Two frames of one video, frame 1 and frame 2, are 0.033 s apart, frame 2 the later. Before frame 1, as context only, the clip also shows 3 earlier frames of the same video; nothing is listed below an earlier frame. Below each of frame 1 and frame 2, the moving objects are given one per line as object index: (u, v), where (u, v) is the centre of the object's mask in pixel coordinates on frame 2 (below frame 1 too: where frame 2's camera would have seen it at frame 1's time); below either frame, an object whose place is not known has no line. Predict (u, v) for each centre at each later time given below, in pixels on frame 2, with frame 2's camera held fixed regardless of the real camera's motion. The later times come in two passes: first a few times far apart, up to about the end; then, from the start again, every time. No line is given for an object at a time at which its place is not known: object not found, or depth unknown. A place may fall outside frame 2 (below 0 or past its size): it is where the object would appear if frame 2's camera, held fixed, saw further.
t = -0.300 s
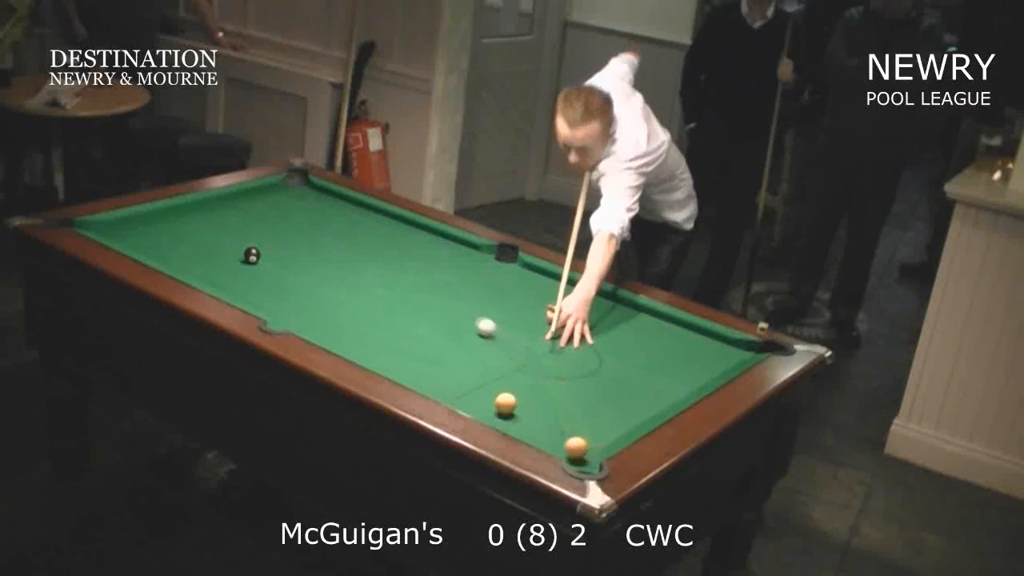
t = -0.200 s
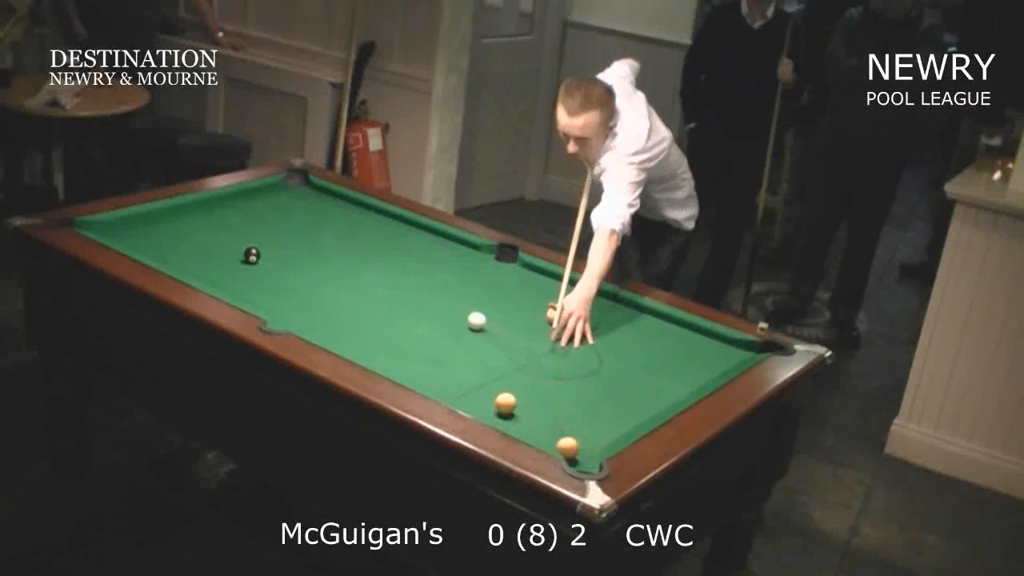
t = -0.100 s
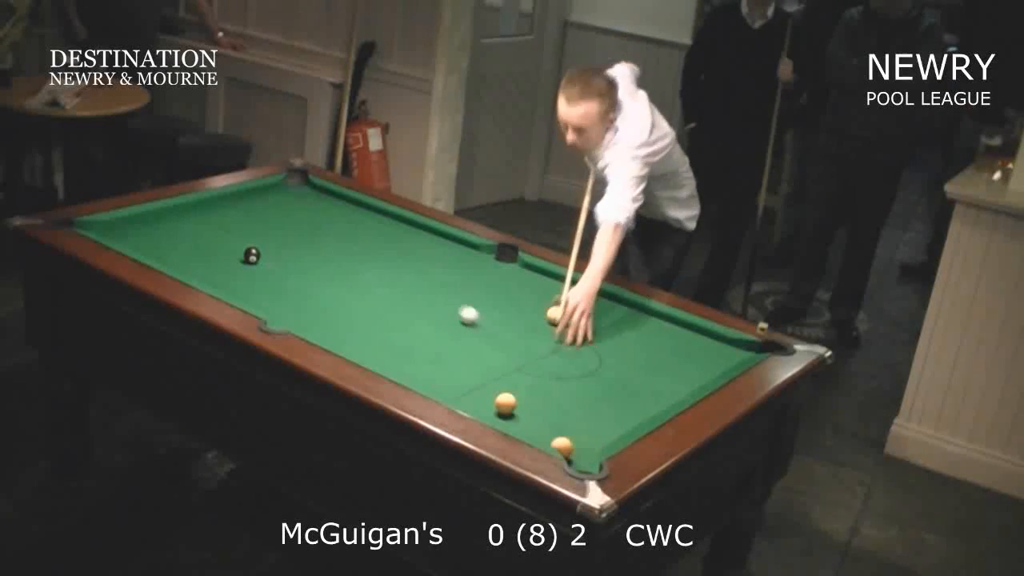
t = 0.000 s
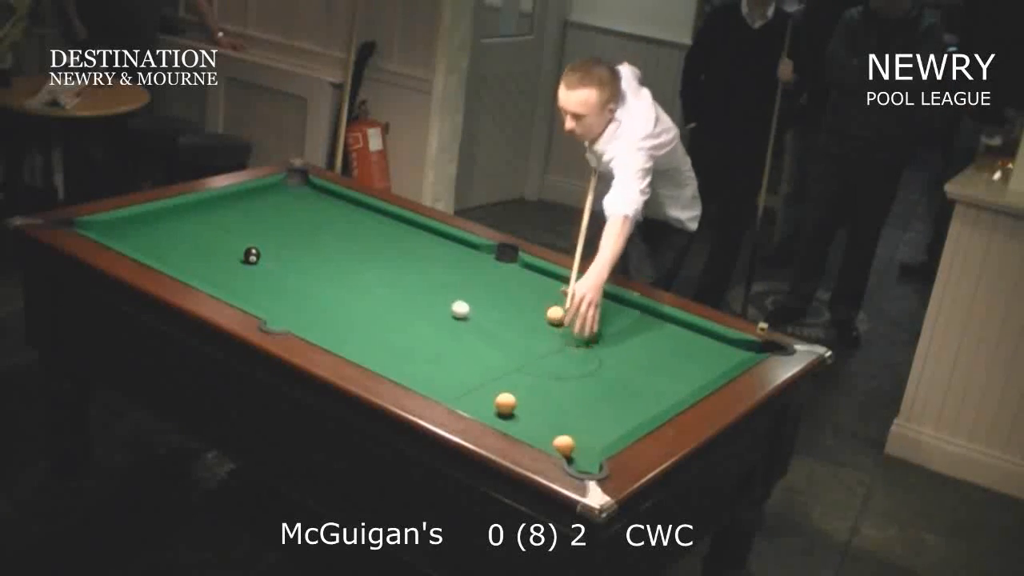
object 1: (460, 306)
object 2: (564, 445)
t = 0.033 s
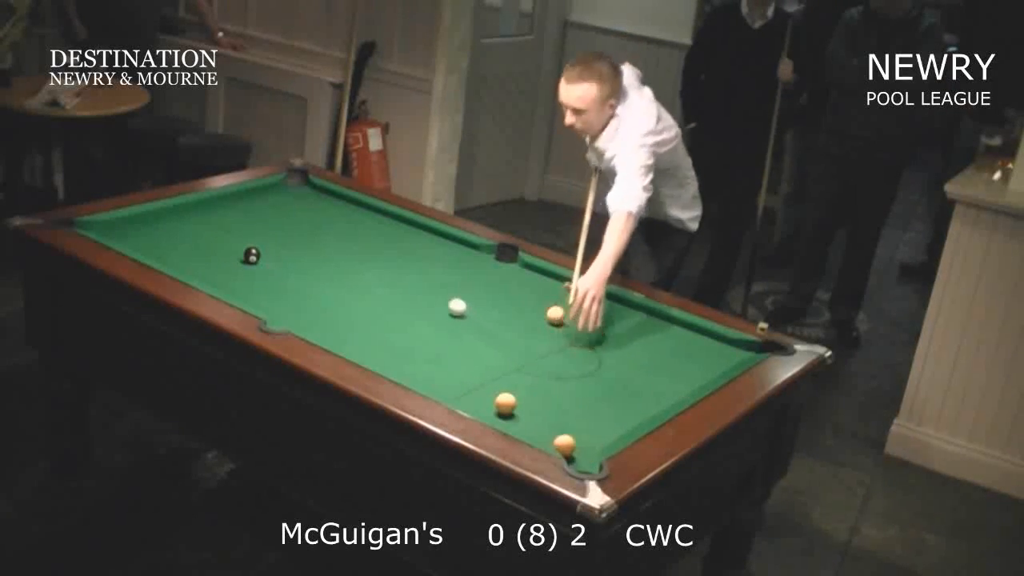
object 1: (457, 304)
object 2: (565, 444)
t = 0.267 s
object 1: (440, 292)
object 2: (569, 442)
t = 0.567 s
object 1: (422, 279)
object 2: (575, 439)
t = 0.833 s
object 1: (405, 269)
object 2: (578, 437)
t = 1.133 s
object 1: (391, 259)
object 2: (580, 437)
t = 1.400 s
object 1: (380, 251)
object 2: (581, 437)
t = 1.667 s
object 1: (369, 244)
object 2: (580, 437)
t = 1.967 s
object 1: (360, 238)
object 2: (581, 437)
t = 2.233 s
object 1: (353, 234)
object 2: (581, 437)
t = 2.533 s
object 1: (347, 230)
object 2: (580, 437)
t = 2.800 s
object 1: (342, 226)
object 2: (580, 437)
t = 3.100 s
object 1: (339, 224)
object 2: (581, 437)
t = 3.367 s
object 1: (336, 223)
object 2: (581, 437)
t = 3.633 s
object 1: (335, 222)
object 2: (581, 437)
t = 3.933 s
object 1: (335, 222)
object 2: (581, 437)
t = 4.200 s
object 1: (335, 222)
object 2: (581, 437)
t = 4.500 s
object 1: (335, 222)
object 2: (581, 437)
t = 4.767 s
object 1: (335, 222)
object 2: (581, 437)
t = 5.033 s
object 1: (335, 222)
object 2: (581, 437)
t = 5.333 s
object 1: (335, 222)
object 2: (581, 437)
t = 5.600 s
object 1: (335, 222)
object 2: (581, 437)
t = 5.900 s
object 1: (335, 222)
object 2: (581, 437)
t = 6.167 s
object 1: (335, 222)
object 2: (581, 437)
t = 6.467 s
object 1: (335, 222)
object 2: (581, 437)
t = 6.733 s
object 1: (335, 222)
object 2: (581, 437)
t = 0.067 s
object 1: (454, 302)
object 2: (565, 444)
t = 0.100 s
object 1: (452, 300)
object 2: (565, 444)
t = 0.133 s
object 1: (451, 299)
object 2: (566, 444)
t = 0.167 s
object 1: (448, 298)
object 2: (567, 444)
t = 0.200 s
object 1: (445, 296)
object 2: (568, 443)
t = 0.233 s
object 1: (442, 294)
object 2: (568, 443)
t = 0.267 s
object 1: (440, 292)
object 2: (569, 442)
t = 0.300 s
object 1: (438, 291)
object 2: (569, 442)
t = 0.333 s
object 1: (437, 290)
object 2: (570, 442)
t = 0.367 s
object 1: (434, 288)
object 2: (571, 441)
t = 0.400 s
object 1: (432, 286)
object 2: (572, 441)
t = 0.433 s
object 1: (429, 285)
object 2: (572, 440)
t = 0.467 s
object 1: (427, 283)
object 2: (573, 440)
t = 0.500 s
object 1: (425, 282)
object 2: (573, 440)
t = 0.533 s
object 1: (424, 281)
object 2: (574, 439)
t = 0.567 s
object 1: (422, 279)
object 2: (575, 439)
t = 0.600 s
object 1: (419, 278)
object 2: (575, 439)
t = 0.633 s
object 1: (417, 276)
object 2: (576, 438)
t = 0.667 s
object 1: (415, 275)
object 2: (576, 438)
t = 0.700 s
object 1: (413, 274)
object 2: (577, 438)
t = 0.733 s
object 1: (412, 273)
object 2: (577, 438)
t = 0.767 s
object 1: (410, 272)
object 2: (577, 437)
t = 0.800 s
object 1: (408, 270)
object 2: (578, 438)
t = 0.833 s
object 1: (405, 269)
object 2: (578, 437)
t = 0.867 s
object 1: (404, 267)
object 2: (578, 437)
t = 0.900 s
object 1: (403, 267)
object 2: (579, 437)
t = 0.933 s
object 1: (401, 266)
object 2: (579, 437)
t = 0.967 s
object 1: (399, 265)
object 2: (579, 437)
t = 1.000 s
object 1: (397, 263)
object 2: (580, 437)
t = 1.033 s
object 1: (395, 262)
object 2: (580, 437)
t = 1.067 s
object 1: (393, 261)
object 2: (580, 437)
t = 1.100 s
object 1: (392, 260)
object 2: (580, 437)
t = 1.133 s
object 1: (391, 259)
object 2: (580, 437)
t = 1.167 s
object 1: (389, 258)
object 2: (580, 437)
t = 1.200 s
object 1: (387, 257)
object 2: (581, 437)
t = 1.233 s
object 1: (386, 256)
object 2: (581, 437)
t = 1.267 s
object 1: (385, 254)
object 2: (581, 437)
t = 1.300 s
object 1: (383, 254)
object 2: (581, 437)
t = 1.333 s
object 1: (382, 253)
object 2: (581, 437)
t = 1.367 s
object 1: (381, 252)
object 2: (581, 437)
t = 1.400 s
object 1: (380, 251)
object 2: (581, 437)
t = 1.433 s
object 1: (378, 250)
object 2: (581, 437)
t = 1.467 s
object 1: (377, 249)
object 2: (581, 437)
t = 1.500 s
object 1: (376, 248)
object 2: (581, 437)
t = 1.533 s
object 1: (375, 247)
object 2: (581, 437)
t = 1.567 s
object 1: (373, 247)
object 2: (581, 437)
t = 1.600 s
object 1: (372, 245)
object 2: (580, 437)
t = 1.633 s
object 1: (370, 244)
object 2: (580, 437)
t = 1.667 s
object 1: (369, 244)
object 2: (580, 437)
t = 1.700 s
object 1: (368, 243)
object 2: (581, 437)
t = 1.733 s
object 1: (368, 243)
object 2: (580, 437)
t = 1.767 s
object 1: (366, 242)
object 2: (580, 437)
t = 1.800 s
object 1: (365, 241)
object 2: (580, 437)
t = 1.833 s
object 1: (364, 240)
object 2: (580, 437)
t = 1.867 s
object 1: (363, 240)
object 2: (580, 437)
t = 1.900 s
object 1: (363, 240)
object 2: (580, 437)
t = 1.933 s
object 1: (362, 239)
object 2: (581, 437)
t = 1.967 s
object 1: (360, 238)
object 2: (581, 437)
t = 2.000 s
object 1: (359, 237)
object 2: (581, 437)
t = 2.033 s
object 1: (358, 237)
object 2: (581, 437)
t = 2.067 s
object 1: (357, 236)
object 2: (581, 437)
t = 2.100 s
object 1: (357, 236)
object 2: (581, 437)
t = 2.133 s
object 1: (356, 236)
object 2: (581, 437)
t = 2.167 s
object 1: (355, 235)
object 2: (581, 437)
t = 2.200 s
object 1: (354, 234)
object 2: (581, 437)
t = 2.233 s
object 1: (353, 234)
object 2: (581, 437)
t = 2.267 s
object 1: (352, 233)
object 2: (581, 437)
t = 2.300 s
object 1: (352, 233)
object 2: (581, 437)
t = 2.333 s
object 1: (351, 232)
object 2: (581, 437)
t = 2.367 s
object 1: (350, 232)
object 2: (581, 437)
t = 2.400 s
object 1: (349, 231)
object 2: (581, 437)
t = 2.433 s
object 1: (349, 231)
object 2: (581, 437)
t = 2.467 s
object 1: (348, 230)
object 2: (580, 437)
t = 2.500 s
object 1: (347, 230)
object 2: (580, 437)
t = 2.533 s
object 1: (347, 230)
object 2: (580, 437)
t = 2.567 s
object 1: (346, 229)
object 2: (580, 437)
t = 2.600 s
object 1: (345, 229)
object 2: (580, 437)
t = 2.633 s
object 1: (345, 228)
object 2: (580, 437)
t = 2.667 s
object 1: (344, 228)
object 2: (580, 437)
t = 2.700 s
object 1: (344, 227)
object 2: (580, 437)
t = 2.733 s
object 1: (343, 227)
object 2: (580, 437)
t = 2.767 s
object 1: (343, 227)
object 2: (580, 437)
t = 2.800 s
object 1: (342, 226)
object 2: (580, 437)
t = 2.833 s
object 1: (341, 226)
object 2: (580, 437)
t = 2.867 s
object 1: (341, 226)
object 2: (581, 437)
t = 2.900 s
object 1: (341, 226)
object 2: (581, 437)
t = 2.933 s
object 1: (340, 225)
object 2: (581, 437)
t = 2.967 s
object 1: (340, 225)
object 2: (581, 437)
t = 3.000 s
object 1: (340, 225)
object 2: (581, 437)
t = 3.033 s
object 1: (339, 225)
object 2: (581, 437)
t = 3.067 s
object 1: (339, 224)
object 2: (581, 437)
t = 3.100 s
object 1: (339, 224)
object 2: (581, 437)
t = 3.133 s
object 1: (338, 224)
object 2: (581, 437)
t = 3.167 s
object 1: (338, 224)
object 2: (581, 437)
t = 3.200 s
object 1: (338, 224)
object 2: (581, 437)
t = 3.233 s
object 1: (337, 223)
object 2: (581, 437)
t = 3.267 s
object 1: (337, 223)
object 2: (581, 437)
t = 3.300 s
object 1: (337, 223)
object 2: (581, 437)
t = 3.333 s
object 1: (337, 223)
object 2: (581, 437)
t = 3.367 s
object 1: (336, 223)
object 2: (581, 437)
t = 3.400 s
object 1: (336, 223)
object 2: (581, 437)
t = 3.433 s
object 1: (336, 222)
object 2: (581, 437)
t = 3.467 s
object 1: (336, 222)
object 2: (581, 437)
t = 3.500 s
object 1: (336, 222)
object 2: (581, 437)
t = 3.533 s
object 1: (335, 222)
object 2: (581, 437)
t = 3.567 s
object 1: (335, 222)
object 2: (581, 437)
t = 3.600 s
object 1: (335, 222)
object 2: (581, 437)
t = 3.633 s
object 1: (335, 222)
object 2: (581, 437)
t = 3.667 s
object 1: (335, 222)
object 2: (581, 437)
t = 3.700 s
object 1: (335, 222)
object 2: (581, 437)
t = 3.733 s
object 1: (335, 222)
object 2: (581, 437)
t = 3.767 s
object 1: (335, 222)
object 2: (581, 437)
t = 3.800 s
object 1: (335, 222)
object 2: (581, 437)
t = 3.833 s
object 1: (335, 222)
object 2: (581, 437)
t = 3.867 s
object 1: (335, 222)
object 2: (581, 437)
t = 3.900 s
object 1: (335, 222)
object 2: (581, 437)
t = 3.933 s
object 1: (335, 222)
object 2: (581, 437)
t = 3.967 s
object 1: (335, 222)
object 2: (581, 437)
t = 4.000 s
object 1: (335, 222)
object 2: (581, 437)
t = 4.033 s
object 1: (335, 222)
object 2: (581, 437)
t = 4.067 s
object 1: (335, 222)
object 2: (581, 437)
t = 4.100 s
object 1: (335, 222)
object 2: (581, 437)
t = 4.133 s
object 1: (335, 222)
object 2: (581, 437)
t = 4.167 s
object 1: (335, 222)
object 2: (581, 437)
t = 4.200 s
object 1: (335, 222)
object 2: (581, 437)
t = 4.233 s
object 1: (335, 222)
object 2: (581, 437)
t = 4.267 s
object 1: (335, 222)
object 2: (581, 437)
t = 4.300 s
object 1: (335, 222)
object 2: (581, 437)
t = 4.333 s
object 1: (335, 222)
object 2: (581, 437)
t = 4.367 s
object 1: (335, 222)
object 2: (581, 437)
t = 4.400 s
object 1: (335, 222)
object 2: (581, 437)
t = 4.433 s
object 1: (335, 222)
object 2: (581, 437)
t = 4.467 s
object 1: (335, 222)
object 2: (581, 437)
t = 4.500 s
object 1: (335, 222)
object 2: (581, 437)
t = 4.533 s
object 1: (335, 222)
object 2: (581, 437)
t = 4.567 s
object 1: (335, 222)
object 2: (581, 437)
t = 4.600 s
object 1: (335, 222)
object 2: (581, 437)
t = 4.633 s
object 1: (335, 222)
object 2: (581, 437)
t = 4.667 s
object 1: (335, 222)
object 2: (581, 437)
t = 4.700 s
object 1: (335, 222)
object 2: (581, 437)
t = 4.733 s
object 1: (335, 222)
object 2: (581, 437)
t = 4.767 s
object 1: (335, 222)
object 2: (581, 437)
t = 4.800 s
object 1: (335, 222)
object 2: (581, 437)
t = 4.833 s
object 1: (335, 222)
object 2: (581, 437)
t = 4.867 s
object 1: (335, 222)
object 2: (581, 437)
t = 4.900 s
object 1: (335, 222)
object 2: (581, 437)
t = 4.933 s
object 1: (335, 222)
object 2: (581, 437)
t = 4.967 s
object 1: (335, 222)
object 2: (581, 437)
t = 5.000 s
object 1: (335, 222)
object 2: (581, 437)
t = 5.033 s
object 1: (335, 222)
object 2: (581, 437)
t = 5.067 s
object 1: (335, 222)
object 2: (581, 437)
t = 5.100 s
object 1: (335, 222)
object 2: (581, 437)
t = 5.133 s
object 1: (335, 222)
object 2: (581, 437)
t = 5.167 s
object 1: (335, 222)
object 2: (581, 437)
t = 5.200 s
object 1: (335, 222)
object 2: (581, 437)
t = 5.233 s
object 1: (335, 222)
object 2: (581, 437)
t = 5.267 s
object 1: (335, 222)
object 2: (581, 437)
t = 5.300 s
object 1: (335, 222)
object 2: (581, 437)
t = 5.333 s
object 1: (335, 222)
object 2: (581, 437)
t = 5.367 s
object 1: (335, 222)
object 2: (581, 437)
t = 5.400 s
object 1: (335, 222)
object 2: (581, 437)
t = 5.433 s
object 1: (335, 222)
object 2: (581, 437)
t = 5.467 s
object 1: (335, 222)
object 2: (581, 437)
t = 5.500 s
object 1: (335, 222)
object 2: (581, 437)
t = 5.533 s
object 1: (335, 222)
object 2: (581, 437)
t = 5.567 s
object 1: (335, 222)
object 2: (581, 437)
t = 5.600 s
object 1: (335, 222)
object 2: (581, 437)
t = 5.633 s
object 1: (335, 222)
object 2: (581, 437)
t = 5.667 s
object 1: (335, 222)
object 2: (580, 437)
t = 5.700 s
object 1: (335, 222)
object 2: (581, 437)
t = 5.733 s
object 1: (335, 222)
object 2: (581, 437)
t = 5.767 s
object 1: (335, 222)
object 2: (581, 437)
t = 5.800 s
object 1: (335, 222)
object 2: (581, 437)
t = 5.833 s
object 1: (335, 222)
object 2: (581, 437)
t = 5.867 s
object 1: (335, 222)
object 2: (581, 437)
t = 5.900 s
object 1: (335, 222)
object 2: (581, 437)
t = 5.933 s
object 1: (335, 222)
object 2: (581, 437)
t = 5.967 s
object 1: (335, 222)
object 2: (581, 437)
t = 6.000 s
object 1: (335, 222)
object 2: (581, 437)
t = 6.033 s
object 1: (335, 222)
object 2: (581, 437)
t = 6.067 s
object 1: (335, 222)
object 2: (581, 437)
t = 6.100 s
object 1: (335, 222)
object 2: (581, 437)
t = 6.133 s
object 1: (335, 222)
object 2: (581, 437)
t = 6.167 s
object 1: (335, 222)
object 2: (581, 437)
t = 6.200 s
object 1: (335, 222)
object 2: (581, 437)
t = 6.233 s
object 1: (335, 222)
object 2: (581, 437)
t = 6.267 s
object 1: (335, 222)
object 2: (581, 437)
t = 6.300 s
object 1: (335, 222)
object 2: (581, 437)
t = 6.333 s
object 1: (335, 222)
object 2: (581, 437)
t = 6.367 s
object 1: (335, 222)
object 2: (581, 437)
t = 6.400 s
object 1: (335, 222)
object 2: (581, 437)
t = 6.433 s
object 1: (335, 222)
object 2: (581, 437)
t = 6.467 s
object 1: (335, 222)
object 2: (581, 437)
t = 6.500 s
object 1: (335, 222)
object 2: (581, 437)
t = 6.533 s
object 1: (335, 222)
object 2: (581, 437)
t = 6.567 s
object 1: (335, 222)
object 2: (581, 437)
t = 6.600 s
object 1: (335, 222)
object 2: (581, 437)
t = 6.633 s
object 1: (335, 222)
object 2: (581, 437)
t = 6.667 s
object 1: (335, 222)
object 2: (581, 437)
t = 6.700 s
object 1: (335, 222)
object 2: (581, 437)
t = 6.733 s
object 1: (335, 222)
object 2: (581, 437)
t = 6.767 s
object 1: (335, 222)
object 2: (581, 437)
